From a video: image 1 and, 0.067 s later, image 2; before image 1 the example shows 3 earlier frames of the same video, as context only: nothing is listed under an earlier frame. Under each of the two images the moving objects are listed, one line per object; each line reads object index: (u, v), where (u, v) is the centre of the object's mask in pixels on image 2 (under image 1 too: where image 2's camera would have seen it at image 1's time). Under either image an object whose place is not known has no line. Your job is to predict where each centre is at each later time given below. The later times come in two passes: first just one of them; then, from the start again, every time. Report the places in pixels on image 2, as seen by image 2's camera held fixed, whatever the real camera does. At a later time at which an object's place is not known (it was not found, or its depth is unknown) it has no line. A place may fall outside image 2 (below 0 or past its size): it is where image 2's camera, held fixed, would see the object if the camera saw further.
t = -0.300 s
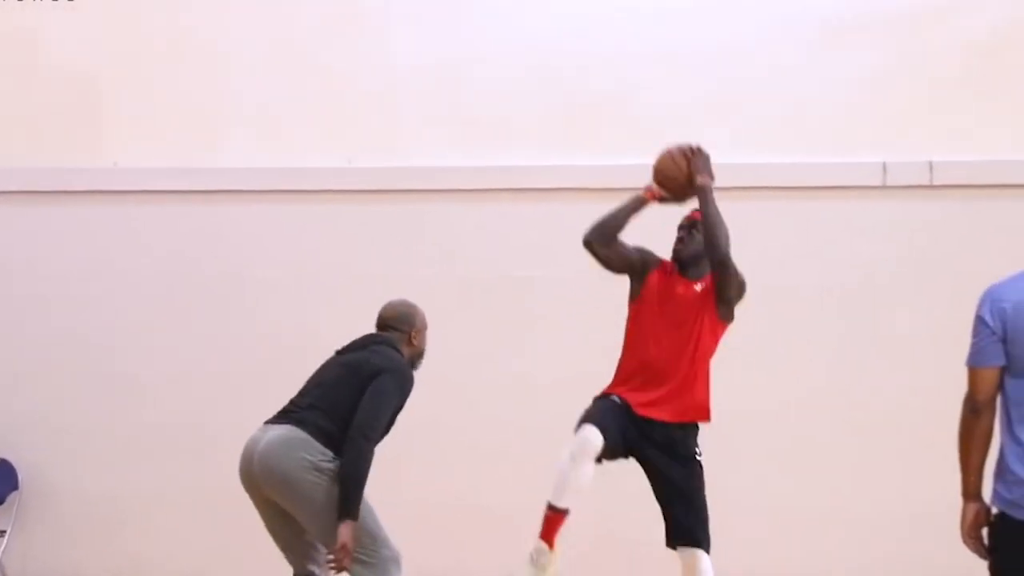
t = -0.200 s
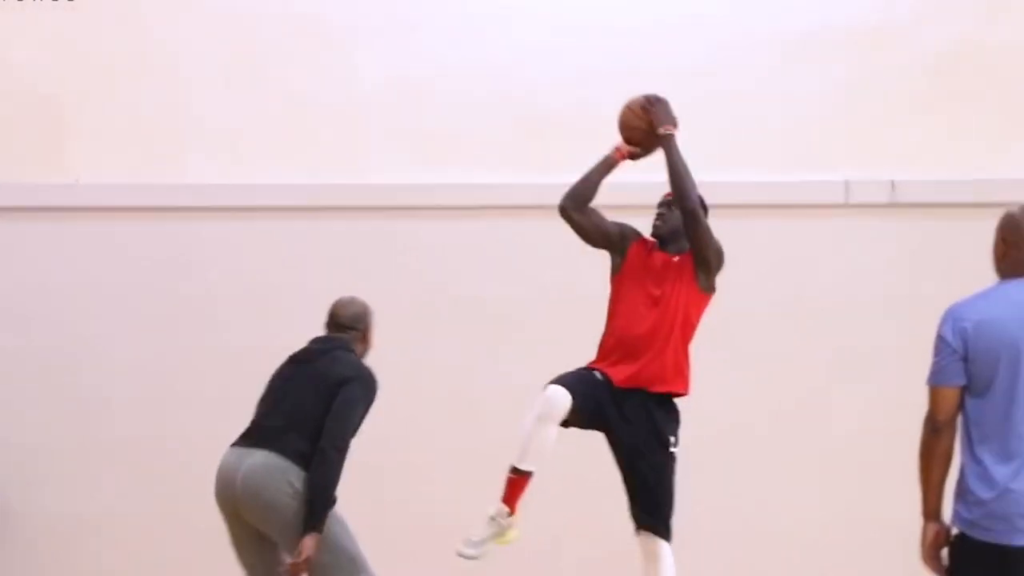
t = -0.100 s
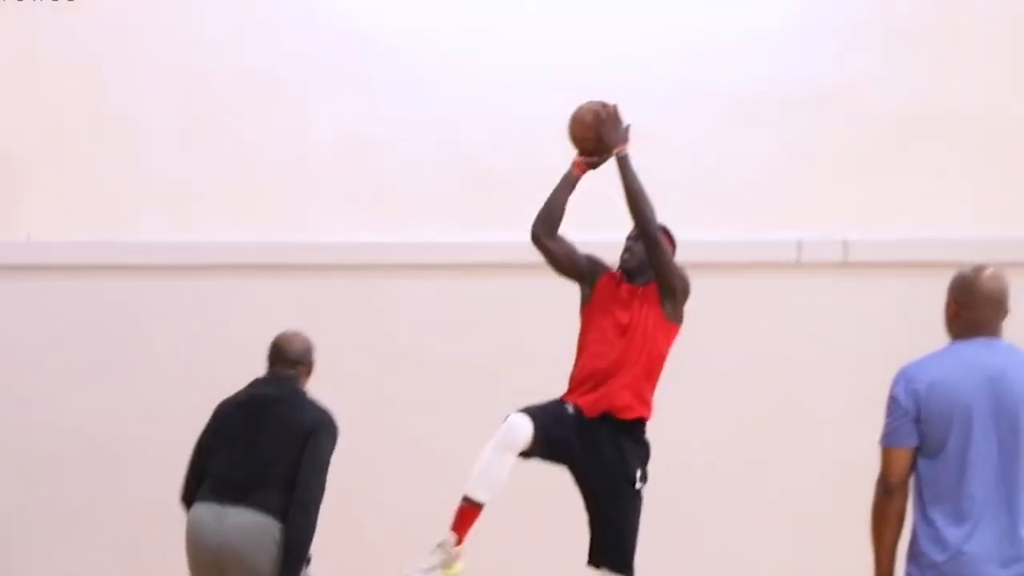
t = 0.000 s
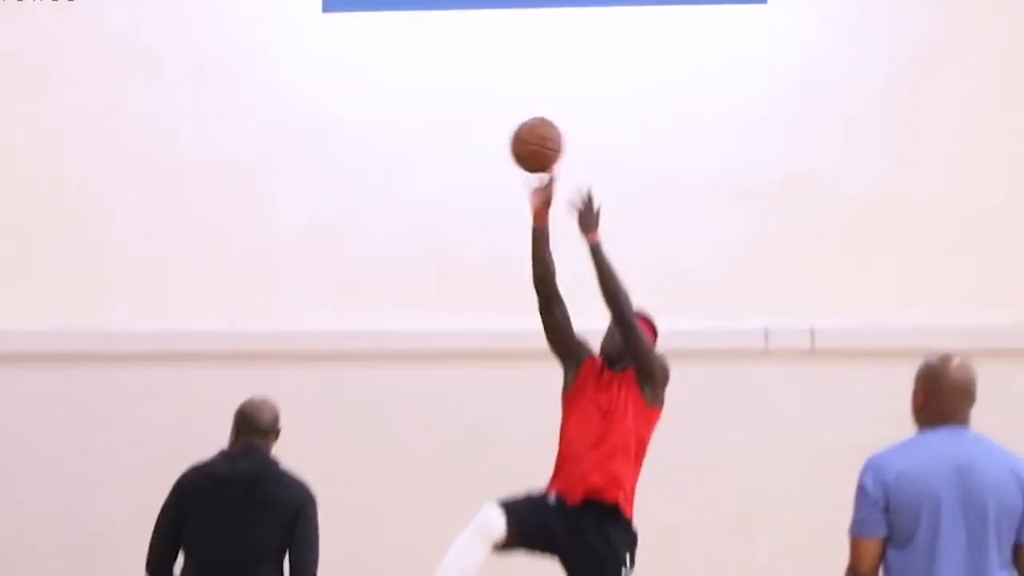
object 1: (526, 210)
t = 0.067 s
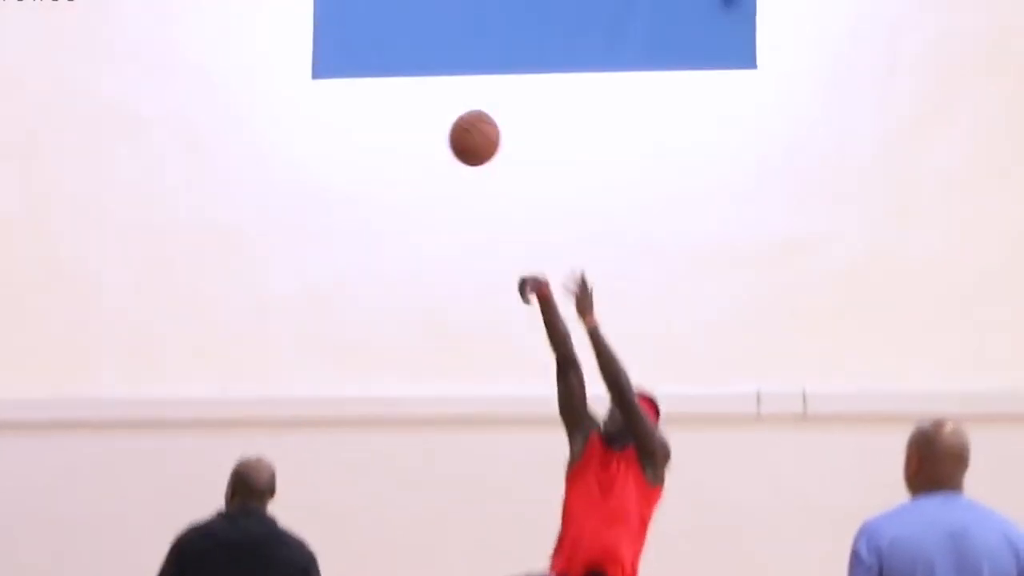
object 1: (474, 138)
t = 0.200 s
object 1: (363, 20)
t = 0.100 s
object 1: (448, 105)
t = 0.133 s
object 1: (421, 72)
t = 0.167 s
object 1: (392, 45)
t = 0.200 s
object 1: (363, 20)
